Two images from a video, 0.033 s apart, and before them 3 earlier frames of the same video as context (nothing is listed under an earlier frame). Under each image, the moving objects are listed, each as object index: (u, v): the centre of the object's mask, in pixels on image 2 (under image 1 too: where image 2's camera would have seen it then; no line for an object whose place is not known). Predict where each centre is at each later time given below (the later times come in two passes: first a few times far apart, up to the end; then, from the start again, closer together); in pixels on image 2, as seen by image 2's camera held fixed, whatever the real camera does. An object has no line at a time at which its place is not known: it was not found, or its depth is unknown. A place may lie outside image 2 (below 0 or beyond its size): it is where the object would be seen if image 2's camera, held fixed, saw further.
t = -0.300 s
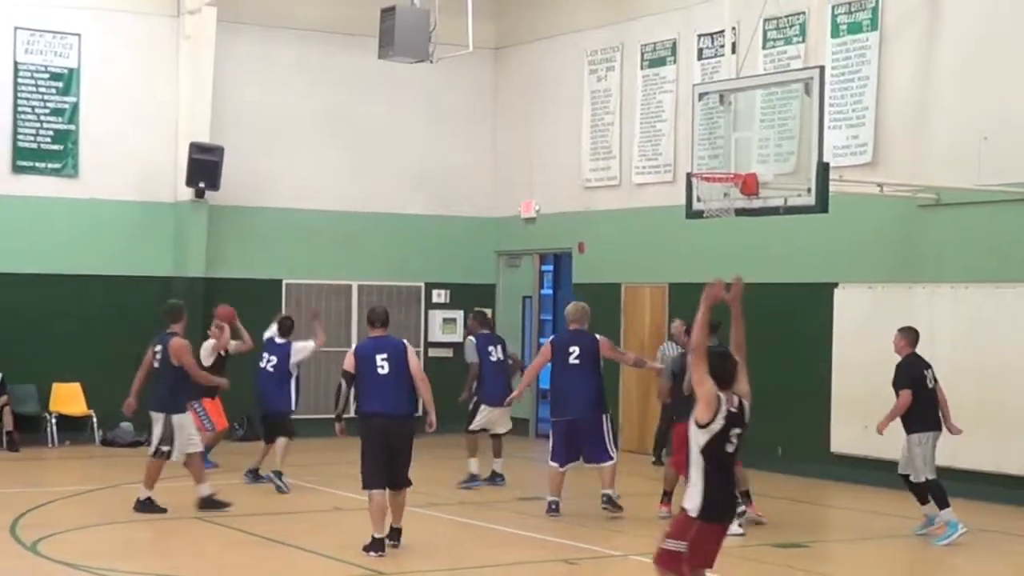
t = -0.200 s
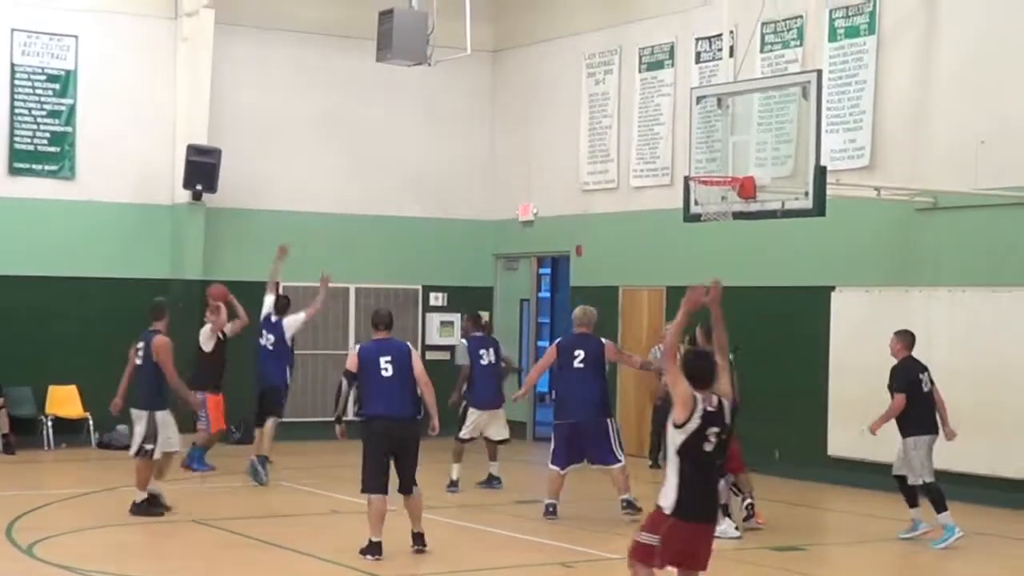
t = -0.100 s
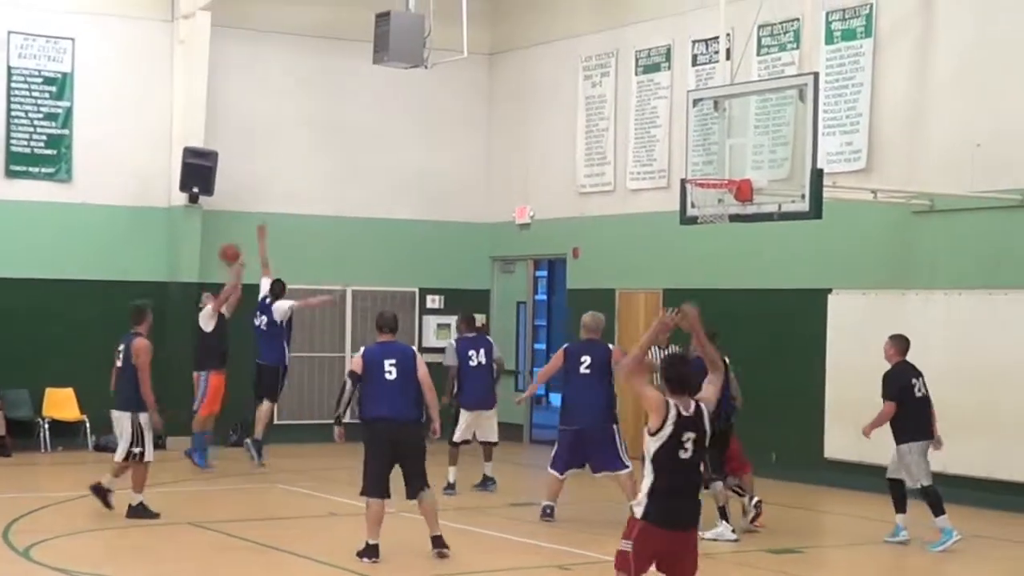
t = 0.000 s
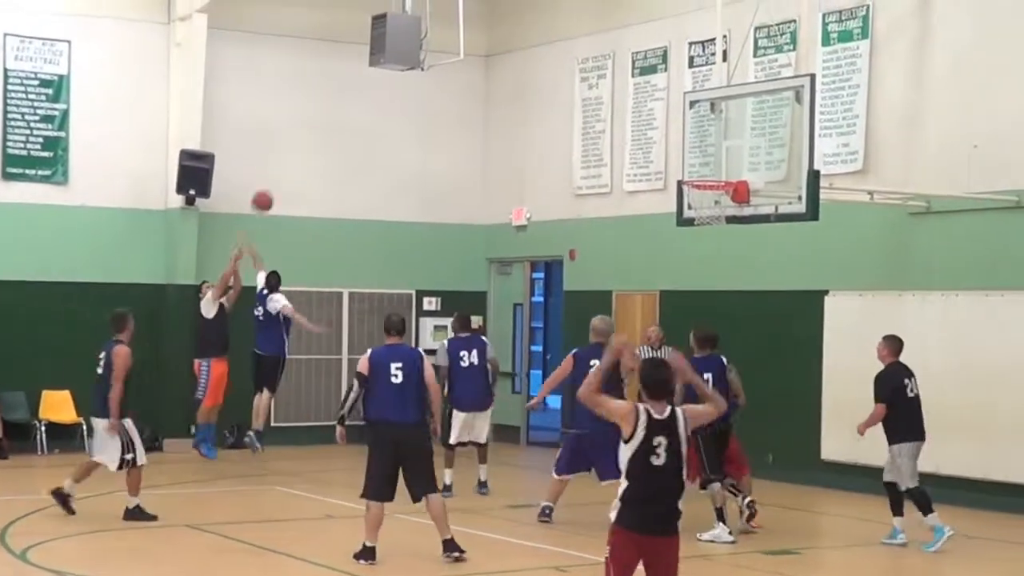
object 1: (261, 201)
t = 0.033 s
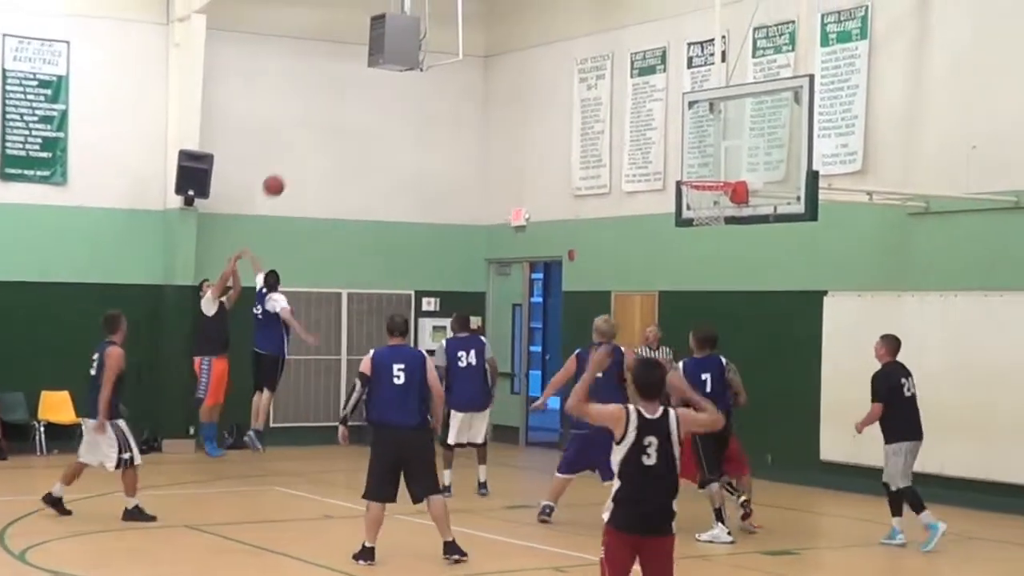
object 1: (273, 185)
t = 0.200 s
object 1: (336, 116)
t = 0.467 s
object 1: (441, 54)
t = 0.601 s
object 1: (495, 46)
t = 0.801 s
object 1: (580, 69)
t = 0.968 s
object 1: (654, 121)
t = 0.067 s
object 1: (286, 170)
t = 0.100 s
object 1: (298, 155)
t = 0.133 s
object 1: (311, 141)
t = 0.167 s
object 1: (323, 128)
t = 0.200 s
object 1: (336, 116)
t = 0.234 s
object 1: (349, 105)
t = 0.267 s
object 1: (362, 95)
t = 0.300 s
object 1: (374, 86)
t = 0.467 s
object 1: (441, 54)
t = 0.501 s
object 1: (454, 50)
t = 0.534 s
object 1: (468, 48)
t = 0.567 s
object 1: (482, 47)
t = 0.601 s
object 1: (495, 46)
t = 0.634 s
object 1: (508, 47)
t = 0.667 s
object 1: (522, 50)
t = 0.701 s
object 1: (536, 52)
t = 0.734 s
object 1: (551, 57)
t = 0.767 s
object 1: (565, 62)
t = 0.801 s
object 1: (580, 69)
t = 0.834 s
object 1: (593, 77)
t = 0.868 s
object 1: (608, 86)
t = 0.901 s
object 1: (623, 97)
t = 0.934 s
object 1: (638, 108)
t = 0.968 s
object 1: (654, 121)
